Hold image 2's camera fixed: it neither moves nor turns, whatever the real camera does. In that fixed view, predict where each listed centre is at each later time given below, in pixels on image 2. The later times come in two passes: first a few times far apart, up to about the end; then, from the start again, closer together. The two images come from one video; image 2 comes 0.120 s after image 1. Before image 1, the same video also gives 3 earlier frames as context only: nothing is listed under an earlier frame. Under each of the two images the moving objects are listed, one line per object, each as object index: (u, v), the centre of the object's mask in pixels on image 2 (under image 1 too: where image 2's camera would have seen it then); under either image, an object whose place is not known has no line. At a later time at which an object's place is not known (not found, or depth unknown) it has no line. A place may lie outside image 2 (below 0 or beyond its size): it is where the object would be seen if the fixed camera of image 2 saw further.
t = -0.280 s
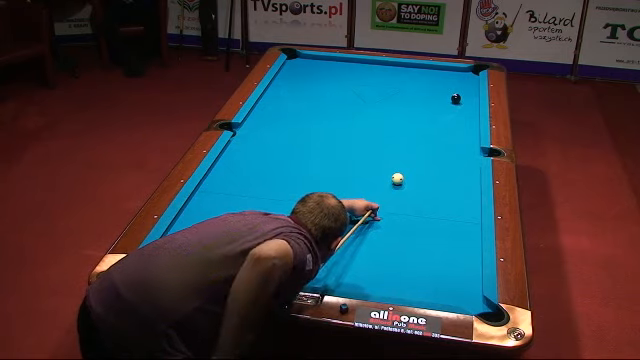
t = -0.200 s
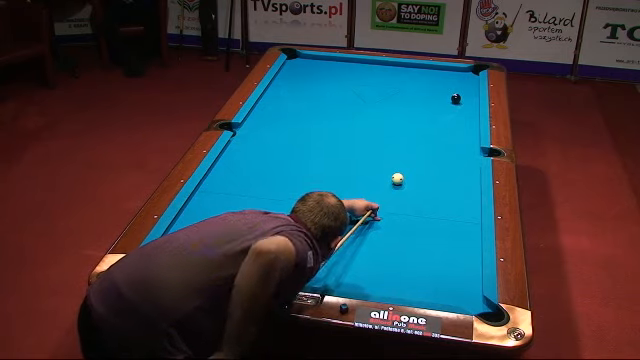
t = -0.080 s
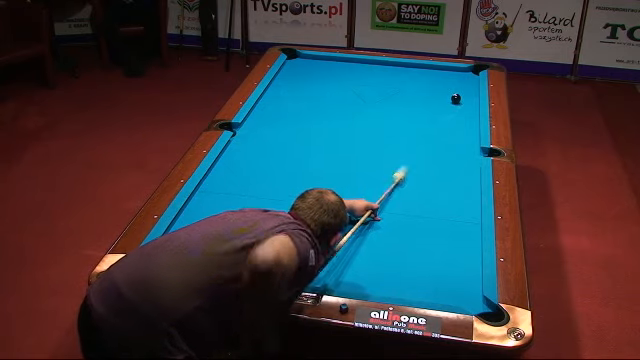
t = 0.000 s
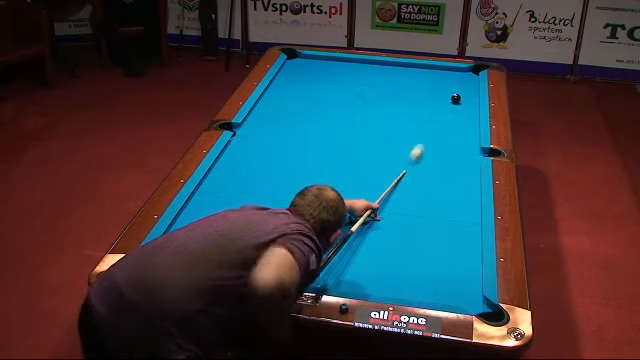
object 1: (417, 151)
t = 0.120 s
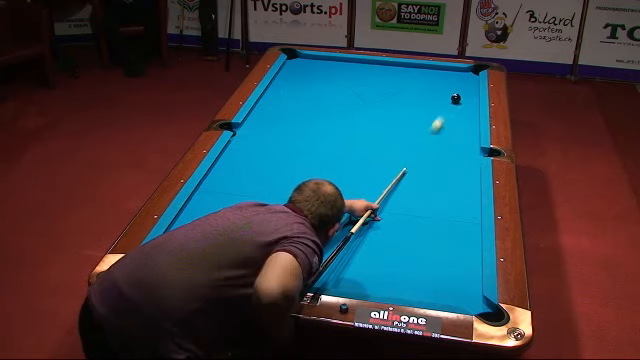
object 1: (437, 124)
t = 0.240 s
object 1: (454, 102)
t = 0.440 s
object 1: (459, 104)
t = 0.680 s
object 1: (462, 110)
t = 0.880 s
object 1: (463, 115)
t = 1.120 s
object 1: (466, 120)
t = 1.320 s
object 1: (467, 125)
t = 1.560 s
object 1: (469, 130)
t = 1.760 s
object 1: (471, 134)
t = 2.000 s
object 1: (473, 139)
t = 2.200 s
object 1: (474, 143)
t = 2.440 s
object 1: (474, 148)
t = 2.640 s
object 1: (473, 150)
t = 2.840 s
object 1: (473, 152)
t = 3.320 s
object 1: (470, 159)
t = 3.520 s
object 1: (470, 160)
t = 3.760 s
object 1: (470, 162)
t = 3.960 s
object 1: (469, 164)
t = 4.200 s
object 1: (469, 165)
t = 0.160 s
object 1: (443, 117)
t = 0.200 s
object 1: (449, 108)
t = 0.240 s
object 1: (454, 102)
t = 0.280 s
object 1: (455, 101)
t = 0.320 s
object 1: (457, 101)
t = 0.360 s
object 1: (458, 102)
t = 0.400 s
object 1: (459, 103)
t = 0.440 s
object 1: (459, 104)
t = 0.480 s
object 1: (460, 105)
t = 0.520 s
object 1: (460, 106)
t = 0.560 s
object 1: (460, 107)
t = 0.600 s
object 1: (461, 108)
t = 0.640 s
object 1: (461, 109)
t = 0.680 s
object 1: (462, 110)
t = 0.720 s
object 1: (462, 111)
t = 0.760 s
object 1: (462, 112)
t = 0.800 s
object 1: (463, 113)
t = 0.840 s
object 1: (463, 114)
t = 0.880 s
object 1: (463, 115)
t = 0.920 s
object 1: (464, 116)
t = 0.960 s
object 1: (464, 117)
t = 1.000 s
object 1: (464, 117)
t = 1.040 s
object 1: (465, 119)
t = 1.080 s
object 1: (465, 120)
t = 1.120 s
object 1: (466, 120)
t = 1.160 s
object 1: (466, 121)
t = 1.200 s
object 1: (466, 122)
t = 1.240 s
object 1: (467, 123)
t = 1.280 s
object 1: (467, 124)
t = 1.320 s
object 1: (467, 125)
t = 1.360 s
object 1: (468, 126)
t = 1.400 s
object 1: (468, 127)
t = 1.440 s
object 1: (469, 128)
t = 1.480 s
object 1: (469, 129)
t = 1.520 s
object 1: (469, 129)
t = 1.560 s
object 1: (469, 130)
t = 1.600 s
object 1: (470, 131)
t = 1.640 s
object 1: (470, 132)
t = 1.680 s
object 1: (470, 133)
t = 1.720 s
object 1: (471, 134)
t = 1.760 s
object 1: (471, 134)
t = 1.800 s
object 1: (471, 135)
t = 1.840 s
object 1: (472, 136)
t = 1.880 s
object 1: (472, 137)
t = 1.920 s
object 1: (472, 138)
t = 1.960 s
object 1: (472, 138)
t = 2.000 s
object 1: (473, 139)
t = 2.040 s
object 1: (473, 140)
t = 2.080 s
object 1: (473, 141)
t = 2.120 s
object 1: (474, 142)
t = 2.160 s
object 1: (474, 142)
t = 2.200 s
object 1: (474, 143)
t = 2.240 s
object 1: (474, 144)
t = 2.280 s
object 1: (474, 145)
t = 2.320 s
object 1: (474, 146)
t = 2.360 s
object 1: (474, 146)
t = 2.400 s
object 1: (474, 147)
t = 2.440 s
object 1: (474, 148)
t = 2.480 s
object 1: (474, 148)
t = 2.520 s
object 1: (474, 149)
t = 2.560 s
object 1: (473, 149)
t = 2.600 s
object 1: (473, 150)
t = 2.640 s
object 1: (473, 150)
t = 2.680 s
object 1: (473, 151)
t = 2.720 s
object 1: (473, 151)
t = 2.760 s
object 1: (473, 152)
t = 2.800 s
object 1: (472, 153)
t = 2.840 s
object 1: (473, 152)
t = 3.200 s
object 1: (471, 156)
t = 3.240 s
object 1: (471, 157)
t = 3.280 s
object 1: (471, 158)
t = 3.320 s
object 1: (470, 159)
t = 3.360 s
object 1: (470, 159)
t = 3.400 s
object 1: (470, 159)
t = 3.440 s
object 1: (470, 160)
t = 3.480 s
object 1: (470, 160)
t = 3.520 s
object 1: (470, 160)
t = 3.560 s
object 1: (470, 161)
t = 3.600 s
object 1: (470, 161)
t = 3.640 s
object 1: (470, 162)
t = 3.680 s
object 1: (470, 162)
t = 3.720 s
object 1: (470, 162)
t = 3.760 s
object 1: (470, 162)
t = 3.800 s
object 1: (470, 163)
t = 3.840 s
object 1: (469, 163)
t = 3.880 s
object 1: (469, 163)
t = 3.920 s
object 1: (469, 164)
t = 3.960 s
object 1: (469, 164)
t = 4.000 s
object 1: (469, 164)
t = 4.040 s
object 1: (469, 164)
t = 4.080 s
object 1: (469, 164)
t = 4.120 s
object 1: (469, 165)
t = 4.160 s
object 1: (469, 165)
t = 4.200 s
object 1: (469, 165)
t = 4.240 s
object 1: (468, 165)
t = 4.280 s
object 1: (468, 165)
